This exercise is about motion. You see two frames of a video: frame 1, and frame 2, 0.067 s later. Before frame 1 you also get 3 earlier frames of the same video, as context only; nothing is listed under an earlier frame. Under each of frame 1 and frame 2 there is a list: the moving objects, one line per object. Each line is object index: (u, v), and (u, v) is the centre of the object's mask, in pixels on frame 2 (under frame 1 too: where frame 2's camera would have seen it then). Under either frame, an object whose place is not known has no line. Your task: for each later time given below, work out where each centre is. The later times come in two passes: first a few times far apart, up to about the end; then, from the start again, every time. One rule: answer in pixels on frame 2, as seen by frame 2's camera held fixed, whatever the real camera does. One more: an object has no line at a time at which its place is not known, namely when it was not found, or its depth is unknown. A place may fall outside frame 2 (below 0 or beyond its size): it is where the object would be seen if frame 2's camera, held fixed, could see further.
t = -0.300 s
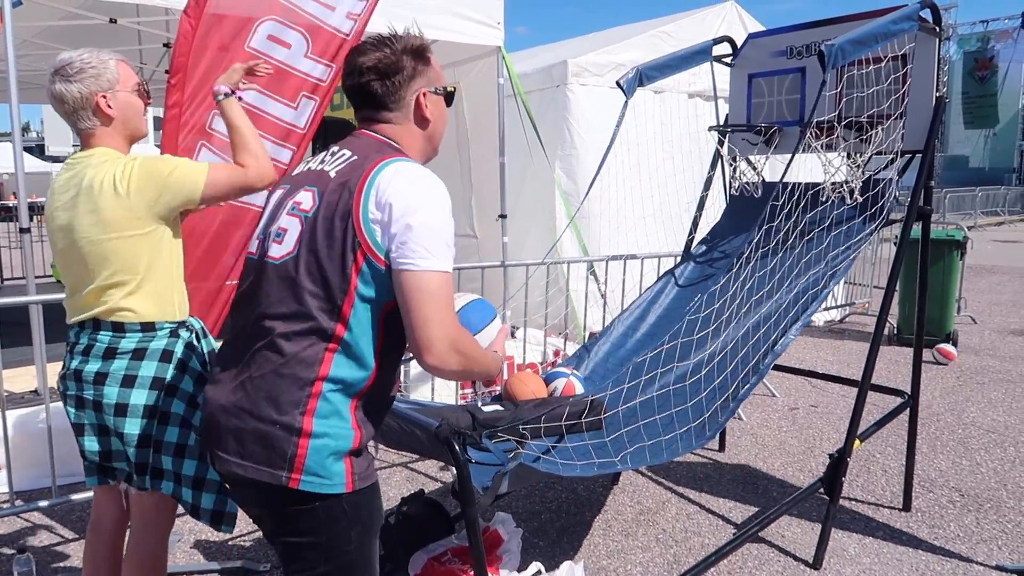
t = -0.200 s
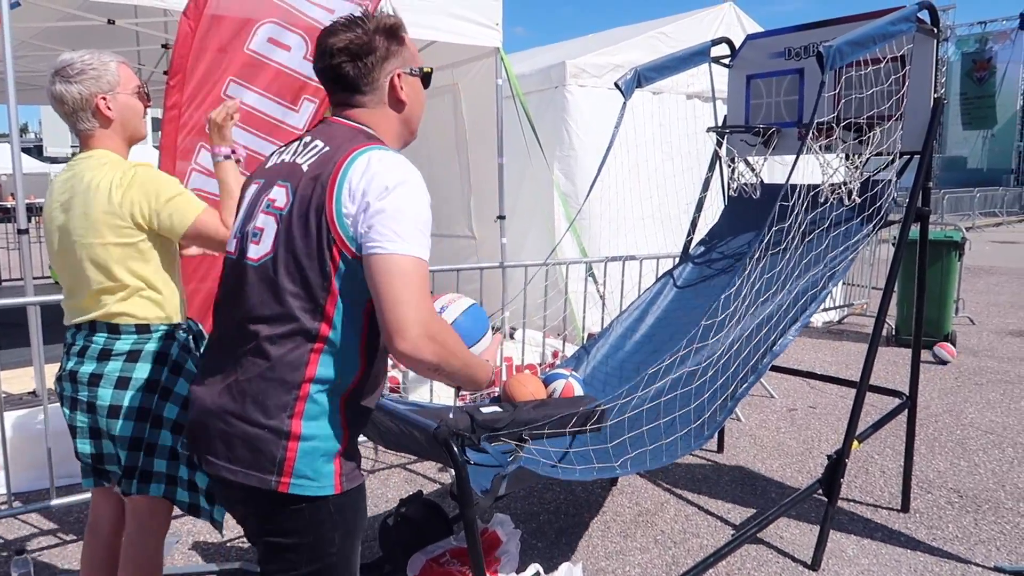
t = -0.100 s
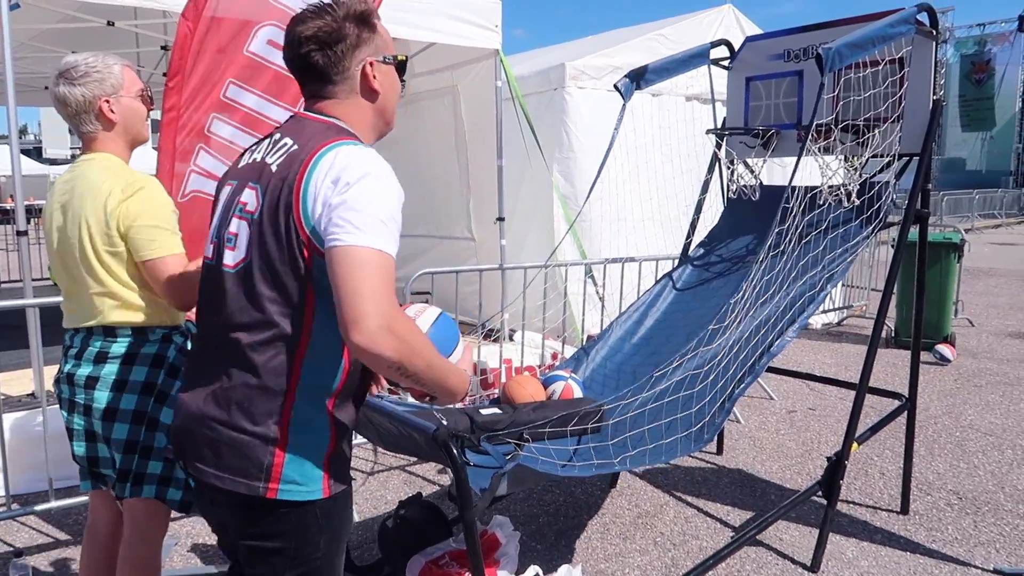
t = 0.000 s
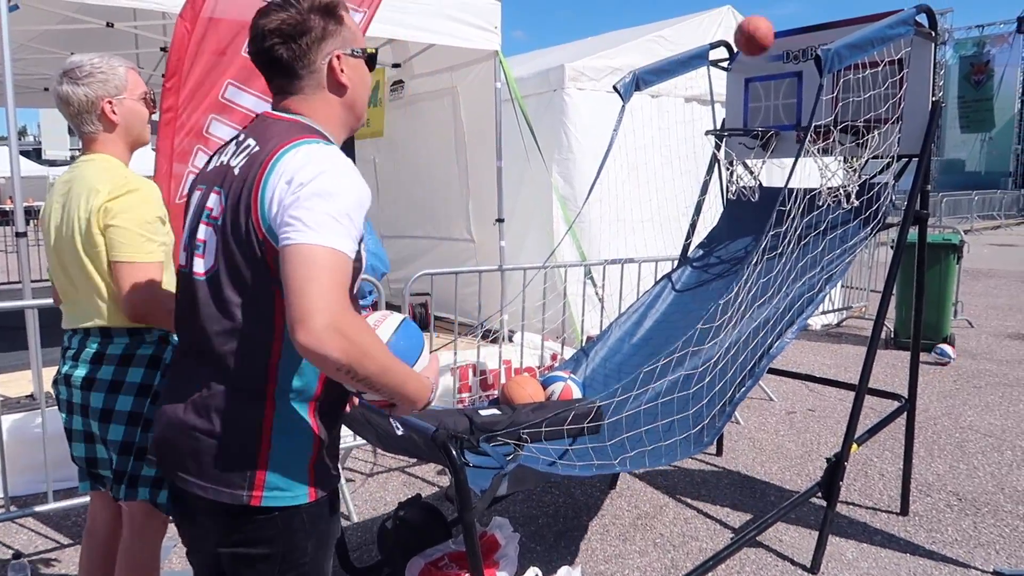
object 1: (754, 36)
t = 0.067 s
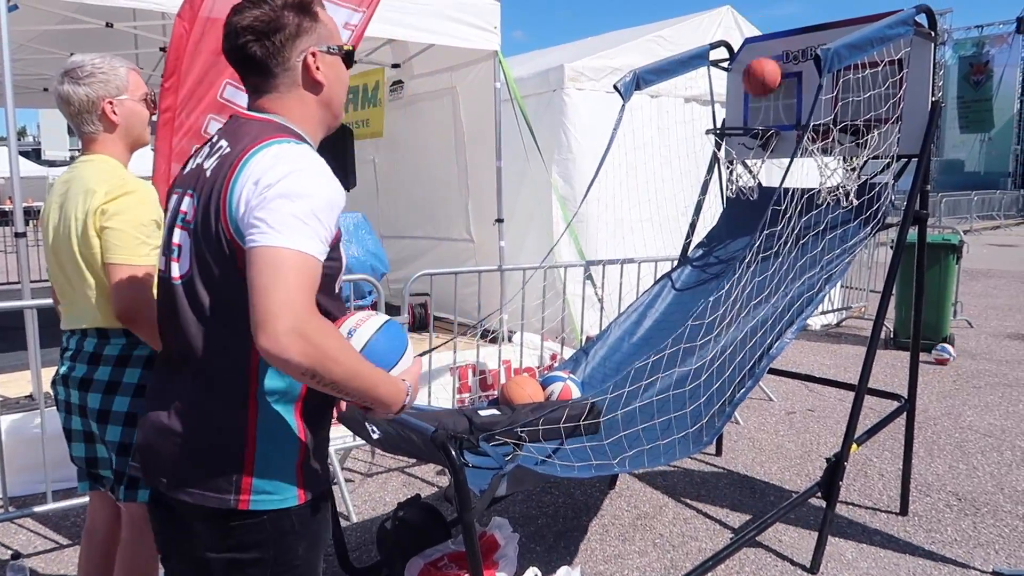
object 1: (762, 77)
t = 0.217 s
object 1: (726, 158)
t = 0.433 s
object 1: (748, 198)
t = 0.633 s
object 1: (739, 232)
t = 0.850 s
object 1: (706, 283)
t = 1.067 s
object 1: (646, 357)
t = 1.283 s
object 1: (624, 370)
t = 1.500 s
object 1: (654, 403)
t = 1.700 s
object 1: (635, 429)
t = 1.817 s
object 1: (613, 445)
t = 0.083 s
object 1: (756, 87)
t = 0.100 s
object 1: (750, 97)
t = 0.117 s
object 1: (745, 109)
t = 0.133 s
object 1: (739, 120)
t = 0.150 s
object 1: (734, 133)
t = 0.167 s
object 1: (728, 145)
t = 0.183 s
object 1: (724, 154)
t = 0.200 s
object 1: (723, 158)
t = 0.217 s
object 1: (726, 158)
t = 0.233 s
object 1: (727, 158)
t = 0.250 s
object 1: (729, 158)
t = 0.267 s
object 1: (731, 159)
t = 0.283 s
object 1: (733, 161)
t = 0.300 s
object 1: (735, 164)
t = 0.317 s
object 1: (736, 166)
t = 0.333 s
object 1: (740, 171)
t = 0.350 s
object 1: (741, 174)
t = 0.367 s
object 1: (742, 177)
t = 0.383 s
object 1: (745, 181)
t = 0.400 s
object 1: (746, 187)
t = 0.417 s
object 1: (747, 193)
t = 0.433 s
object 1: (748, 198)
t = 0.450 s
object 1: (750, 206)
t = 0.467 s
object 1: (751, 211)
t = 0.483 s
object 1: (752, 216)
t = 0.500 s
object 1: (750, 218)
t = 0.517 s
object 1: (749, 219)
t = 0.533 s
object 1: (748, 221)
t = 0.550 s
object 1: (747, 222)
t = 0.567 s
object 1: (746, 223)
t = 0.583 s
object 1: (744, 225)
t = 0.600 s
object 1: (742, 227)
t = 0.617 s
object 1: (741, 229)
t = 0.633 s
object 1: (739, 232)
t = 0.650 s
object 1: (737, 236)
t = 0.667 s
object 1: (734, 239)
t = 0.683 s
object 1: (732, 243)
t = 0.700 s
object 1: (731, 247)
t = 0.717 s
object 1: (728, 250)
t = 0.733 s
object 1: (727, 255)
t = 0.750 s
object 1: (725, 258)
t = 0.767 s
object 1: (721, 262)
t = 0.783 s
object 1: (716, 265)
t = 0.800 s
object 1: (716, 270)
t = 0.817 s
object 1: (712, 273)
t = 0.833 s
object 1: (709, 279)
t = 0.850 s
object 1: (706, 283)
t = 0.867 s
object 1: (701, 287)
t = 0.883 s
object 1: (698, 292)
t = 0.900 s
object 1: (694, 297)
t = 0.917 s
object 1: (690, 303)
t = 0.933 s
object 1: (686, 308)
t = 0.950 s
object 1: (682, 313)
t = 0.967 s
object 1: (677, 319)
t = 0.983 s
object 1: (672, 325)
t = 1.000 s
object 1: (668, 333)
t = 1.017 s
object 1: (663, 339)
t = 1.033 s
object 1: (657, 346)
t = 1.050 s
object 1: (652, 351)
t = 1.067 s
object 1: (646, 357)
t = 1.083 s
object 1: (640, 364)
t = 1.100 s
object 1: (635, 368)
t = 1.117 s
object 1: (628, 375)
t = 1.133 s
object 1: (623, 381)
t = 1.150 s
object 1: (615, 390)
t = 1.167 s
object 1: (610, 394)
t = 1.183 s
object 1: (610, 391)
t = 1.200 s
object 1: (611, 387)
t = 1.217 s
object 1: (614, 382)
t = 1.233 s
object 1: (617, 377)
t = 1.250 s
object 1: (619, 374)
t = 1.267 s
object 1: (622, 372)
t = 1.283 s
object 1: (624, 370)
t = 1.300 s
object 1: (627, 369)
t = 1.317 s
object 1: (629, 368)
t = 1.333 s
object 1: (632, 368)
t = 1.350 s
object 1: (634, 369)
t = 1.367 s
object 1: (637, 371)
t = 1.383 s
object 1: (640, 373)
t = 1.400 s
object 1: (643, 375)
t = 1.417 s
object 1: (646, 379)
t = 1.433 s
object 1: (649, 382)
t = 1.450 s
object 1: (652, 389)
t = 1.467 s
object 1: (654, 394)
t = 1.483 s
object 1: (654, 399)
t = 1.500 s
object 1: (654, 403)
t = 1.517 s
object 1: (654, 406)
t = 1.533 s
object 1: (653, 409)
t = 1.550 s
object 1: (653, 411)
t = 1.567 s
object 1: (651, 413)
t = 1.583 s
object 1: (650, 415)
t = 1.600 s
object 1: (648, 417)
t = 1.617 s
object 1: (646, 419)
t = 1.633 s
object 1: (645, 420)
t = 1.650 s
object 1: (644, 422)
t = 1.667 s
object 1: (641, 425)
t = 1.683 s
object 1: (639, 426)
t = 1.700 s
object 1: (635, 429)
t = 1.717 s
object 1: (632, 432)
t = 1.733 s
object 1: (629, 435)
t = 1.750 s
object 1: (626, 436)
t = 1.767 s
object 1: (624, 438)
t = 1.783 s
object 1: (620, 440)
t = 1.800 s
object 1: (617, 443)
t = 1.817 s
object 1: (613, 445)
